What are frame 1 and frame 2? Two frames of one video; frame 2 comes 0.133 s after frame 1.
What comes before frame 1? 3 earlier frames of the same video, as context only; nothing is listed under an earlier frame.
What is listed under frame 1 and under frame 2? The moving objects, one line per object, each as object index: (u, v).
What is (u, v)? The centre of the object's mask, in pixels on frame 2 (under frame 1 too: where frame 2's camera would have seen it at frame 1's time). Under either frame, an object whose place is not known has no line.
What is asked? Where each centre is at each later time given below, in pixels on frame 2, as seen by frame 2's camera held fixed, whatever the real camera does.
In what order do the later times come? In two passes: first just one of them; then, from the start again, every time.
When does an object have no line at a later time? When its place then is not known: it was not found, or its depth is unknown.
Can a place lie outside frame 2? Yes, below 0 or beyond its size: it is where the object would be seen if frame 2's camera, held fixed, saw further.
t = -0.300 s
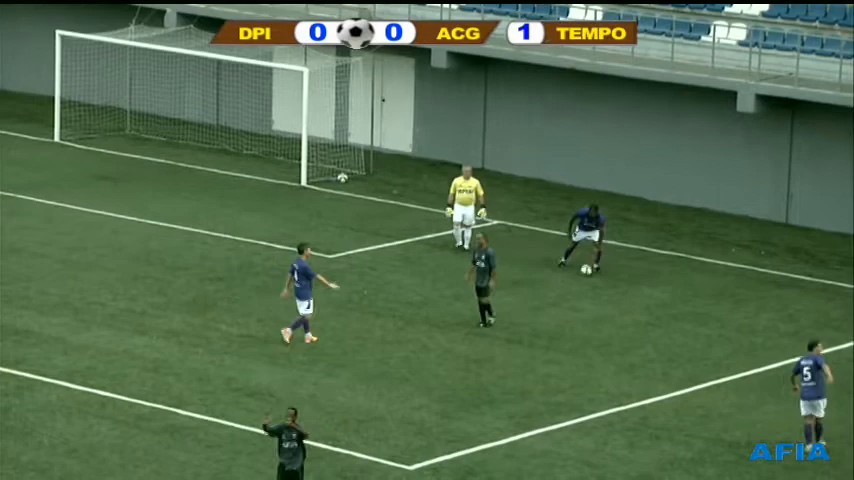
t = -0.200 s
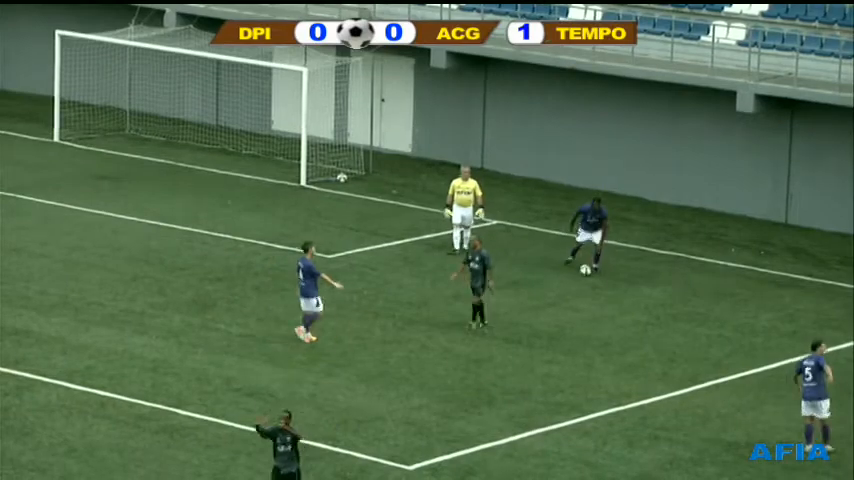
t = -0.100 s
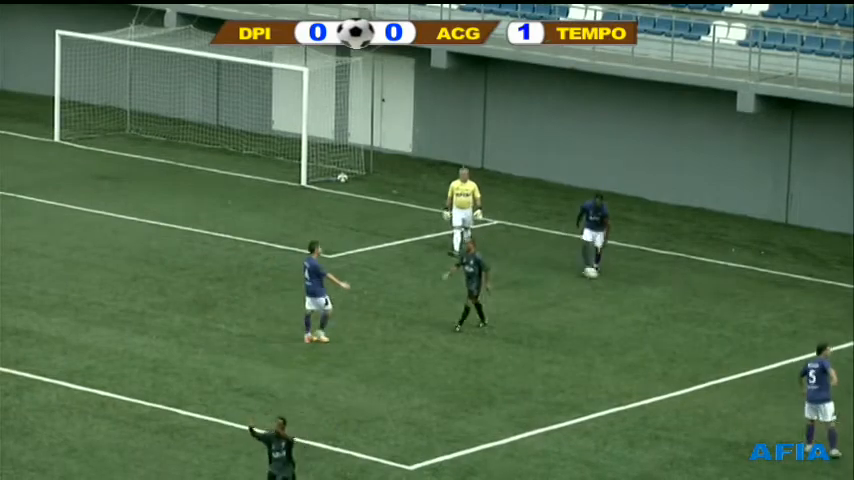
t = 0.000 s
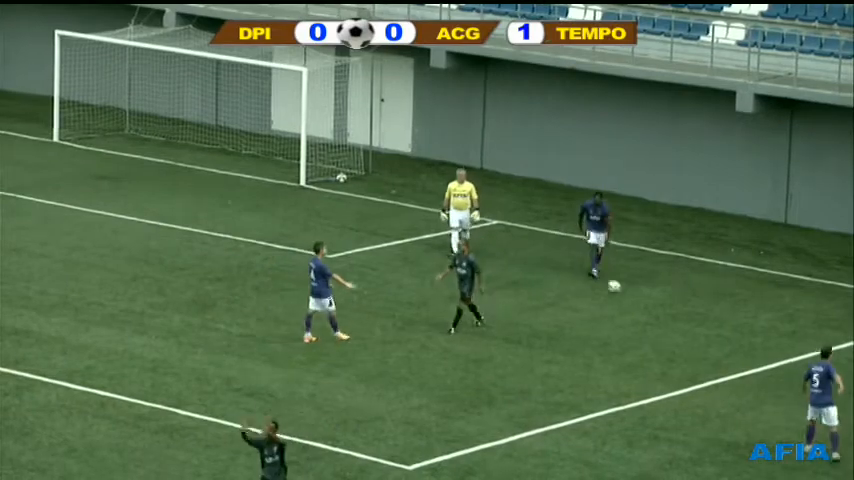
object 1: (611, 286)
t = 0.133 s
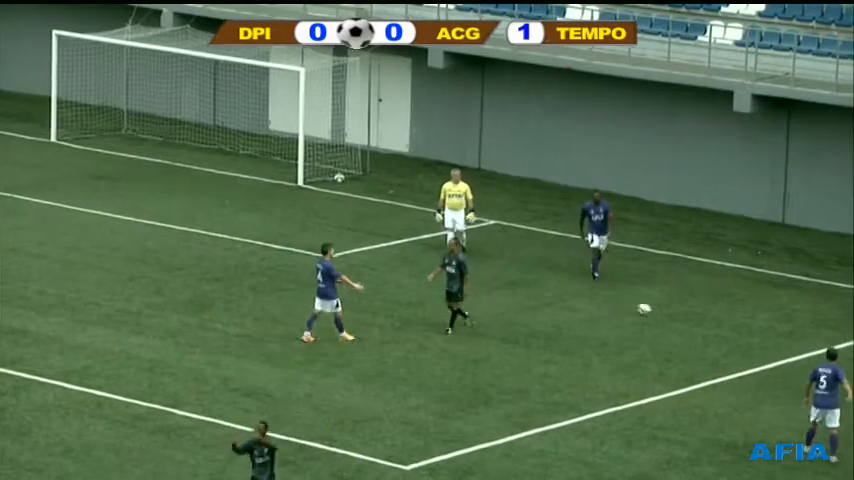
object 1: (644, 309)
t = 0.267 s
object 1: (676, 326)
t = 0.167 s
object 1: (652, 312)
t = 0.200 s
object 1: (659, 316)
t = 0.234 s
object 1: (668, 321)
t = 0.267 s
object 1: (676, 326)
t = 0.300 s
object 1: (685, 332)
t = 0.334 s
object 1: (693, 338)
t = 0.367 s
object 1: (701, 342)
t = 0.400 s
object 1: (710, 346)
